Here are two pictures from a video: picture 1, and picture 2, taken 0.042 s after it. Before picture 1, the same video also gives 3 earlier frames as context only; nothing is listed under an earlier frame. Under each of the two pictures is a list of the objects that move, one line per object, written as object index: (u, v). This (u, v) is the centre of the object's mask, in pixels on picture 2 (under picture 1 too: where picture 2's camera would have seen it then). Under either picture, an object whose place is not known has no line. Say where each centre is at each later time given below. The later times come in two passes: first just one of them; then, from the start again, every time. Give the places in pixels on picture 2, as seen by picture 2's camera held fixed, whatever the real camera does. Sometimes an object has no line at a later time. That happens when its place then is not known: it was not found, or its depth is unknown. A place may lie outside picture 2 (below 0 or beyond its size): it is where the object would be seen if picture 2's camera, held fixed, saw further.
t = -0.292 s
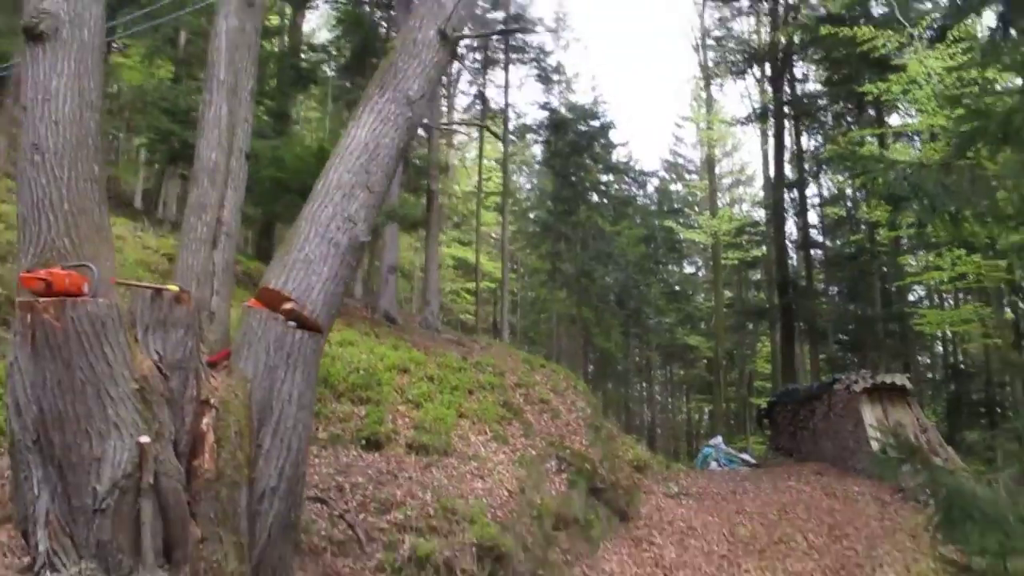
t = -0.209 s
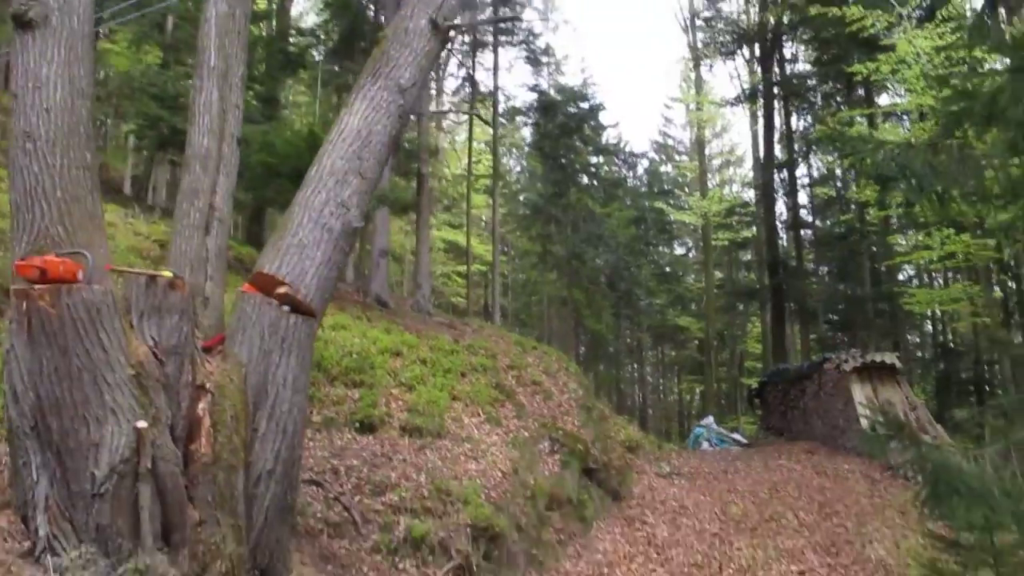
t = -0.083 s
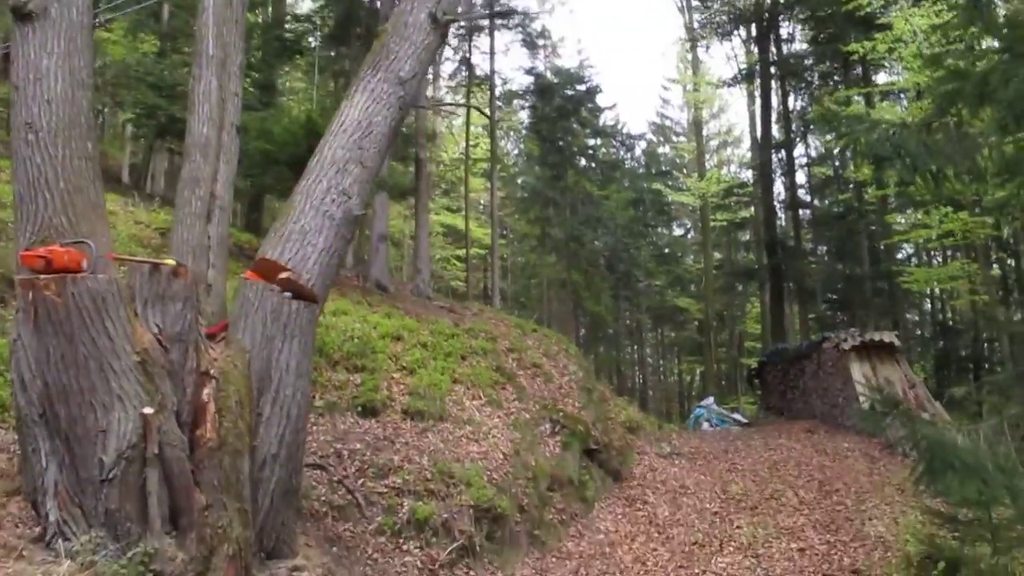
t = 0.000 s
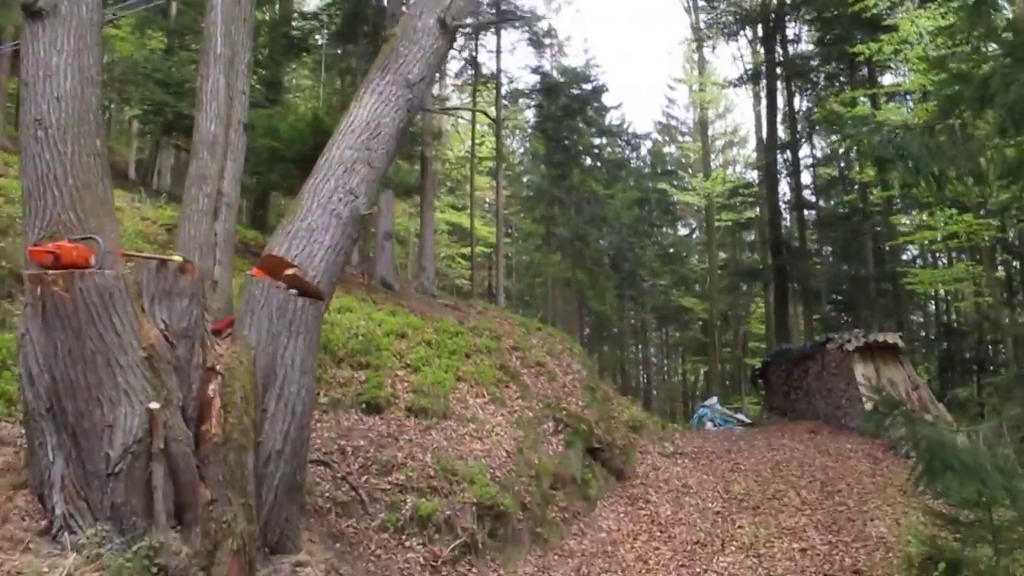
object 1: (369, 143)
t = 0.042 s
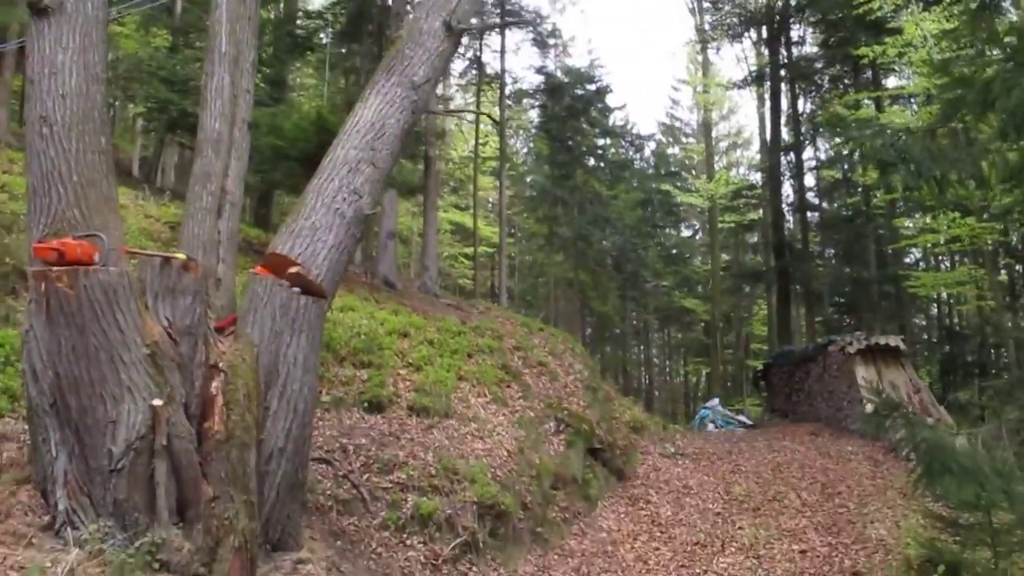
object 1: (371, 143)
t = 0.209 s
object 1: (377, 147)
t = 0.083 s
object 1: (371, 145)
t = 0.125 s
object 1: (374, 144)
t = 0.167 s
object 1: (375, 146)
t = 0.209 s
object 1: (377, 147)
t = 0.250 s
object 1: (377, 150)
